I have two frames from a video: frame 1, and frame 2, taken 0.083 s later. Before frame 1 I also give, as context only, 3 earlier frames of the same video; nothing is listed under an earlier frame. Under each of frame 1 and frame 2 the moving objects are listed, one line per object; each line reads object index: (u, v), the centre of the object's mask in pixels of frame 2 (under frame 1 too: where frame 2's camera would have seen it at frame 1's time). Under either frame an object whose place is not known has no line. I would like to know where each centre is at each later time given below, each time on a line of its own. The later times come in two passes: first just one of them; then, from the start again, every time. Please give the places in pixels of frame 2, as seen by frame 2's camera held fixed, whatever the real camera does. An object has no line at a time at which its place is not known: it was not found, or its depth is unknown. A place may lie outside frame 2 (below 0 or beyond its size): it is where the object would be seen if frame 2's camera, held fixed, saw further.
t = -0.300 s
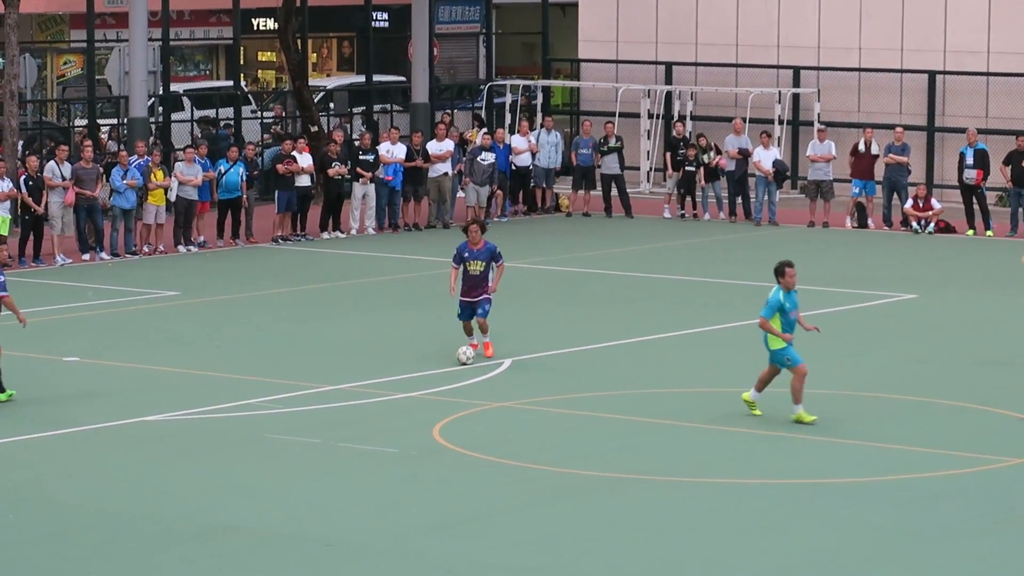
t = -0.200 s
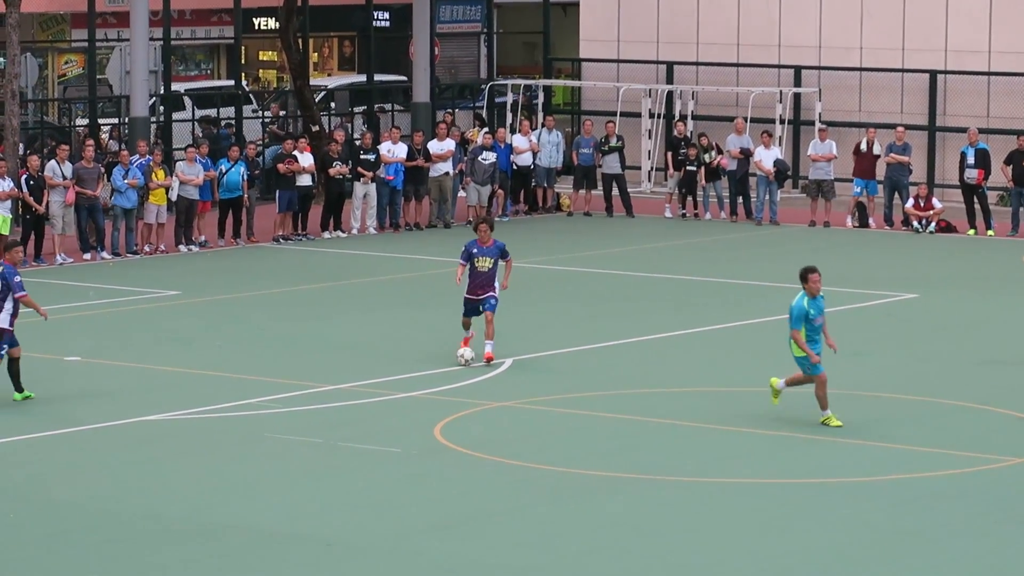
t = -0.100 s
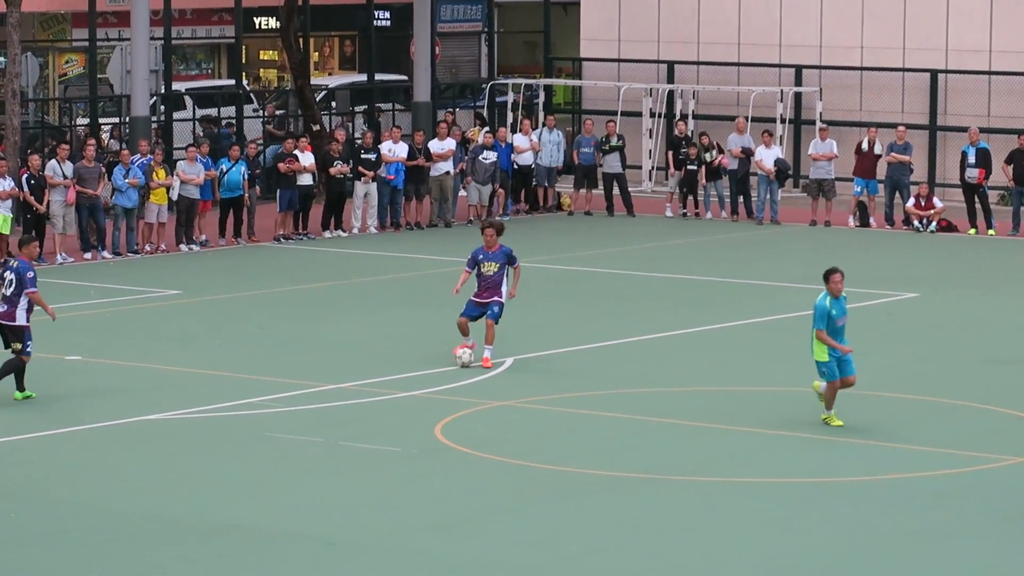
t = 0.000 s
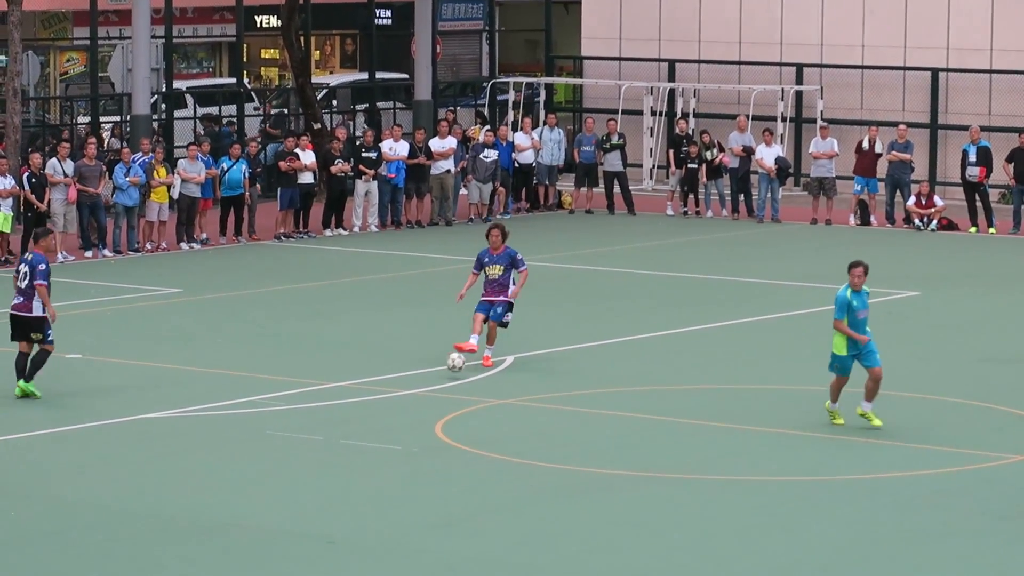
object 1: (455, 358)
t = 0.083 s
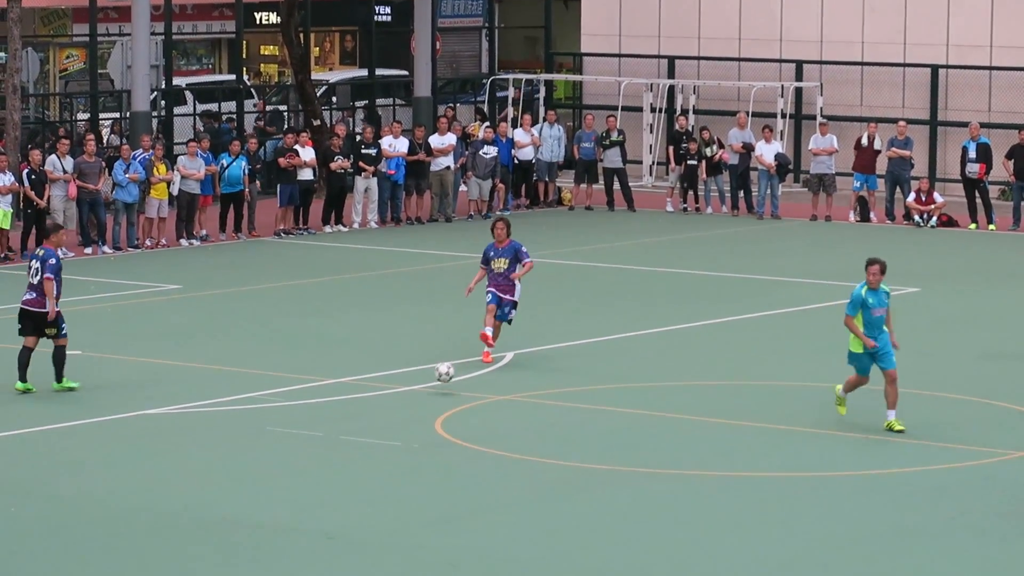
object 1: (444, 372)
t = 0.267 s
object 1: (417, 424)
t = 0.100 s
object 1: (442, 376)
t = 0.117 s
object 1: (439, 380)
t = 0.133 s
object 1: (437, 385)
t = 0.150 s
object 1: (435, 390)
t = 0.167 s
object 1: (432, 395)
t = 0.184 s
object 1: (430, 401)
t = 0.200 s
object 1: (428, 407)
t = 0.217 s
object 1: (425, 414)
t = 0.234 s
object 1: (422, 421)
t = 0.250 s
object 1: (420, 424)
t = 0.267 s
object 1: (417, 424)
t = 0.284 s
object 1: (414, 426)
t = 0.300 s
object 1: (412, 428)
